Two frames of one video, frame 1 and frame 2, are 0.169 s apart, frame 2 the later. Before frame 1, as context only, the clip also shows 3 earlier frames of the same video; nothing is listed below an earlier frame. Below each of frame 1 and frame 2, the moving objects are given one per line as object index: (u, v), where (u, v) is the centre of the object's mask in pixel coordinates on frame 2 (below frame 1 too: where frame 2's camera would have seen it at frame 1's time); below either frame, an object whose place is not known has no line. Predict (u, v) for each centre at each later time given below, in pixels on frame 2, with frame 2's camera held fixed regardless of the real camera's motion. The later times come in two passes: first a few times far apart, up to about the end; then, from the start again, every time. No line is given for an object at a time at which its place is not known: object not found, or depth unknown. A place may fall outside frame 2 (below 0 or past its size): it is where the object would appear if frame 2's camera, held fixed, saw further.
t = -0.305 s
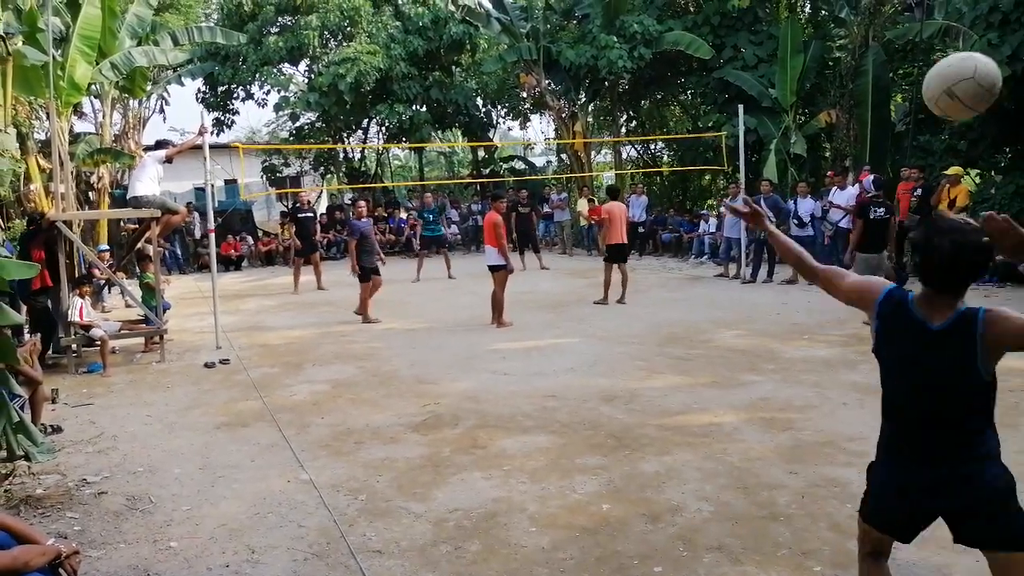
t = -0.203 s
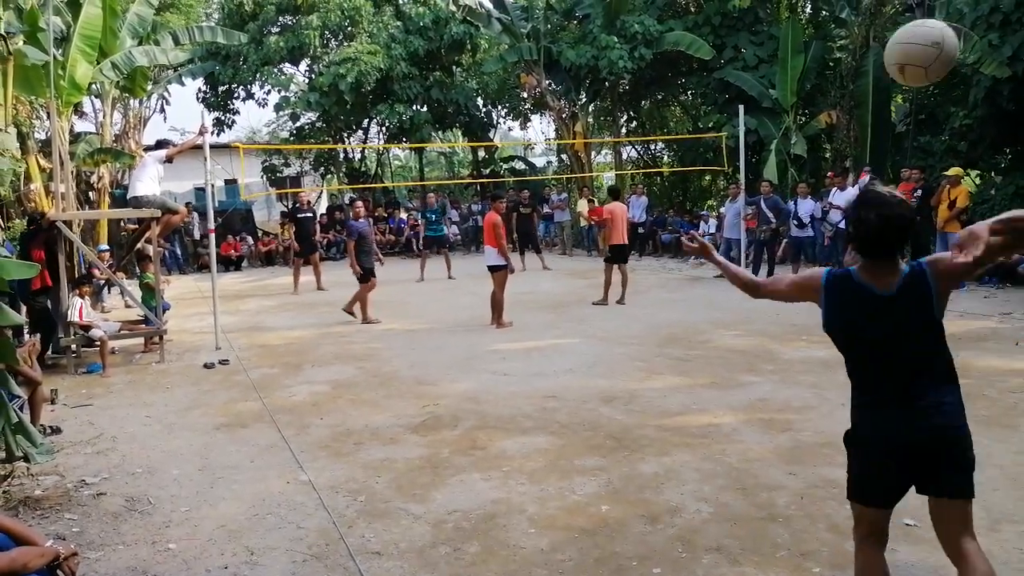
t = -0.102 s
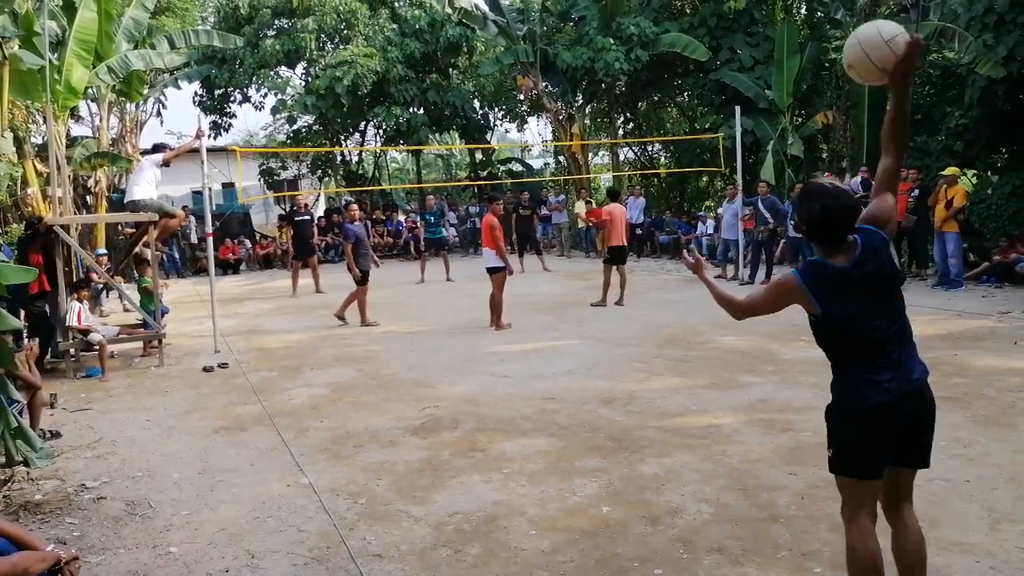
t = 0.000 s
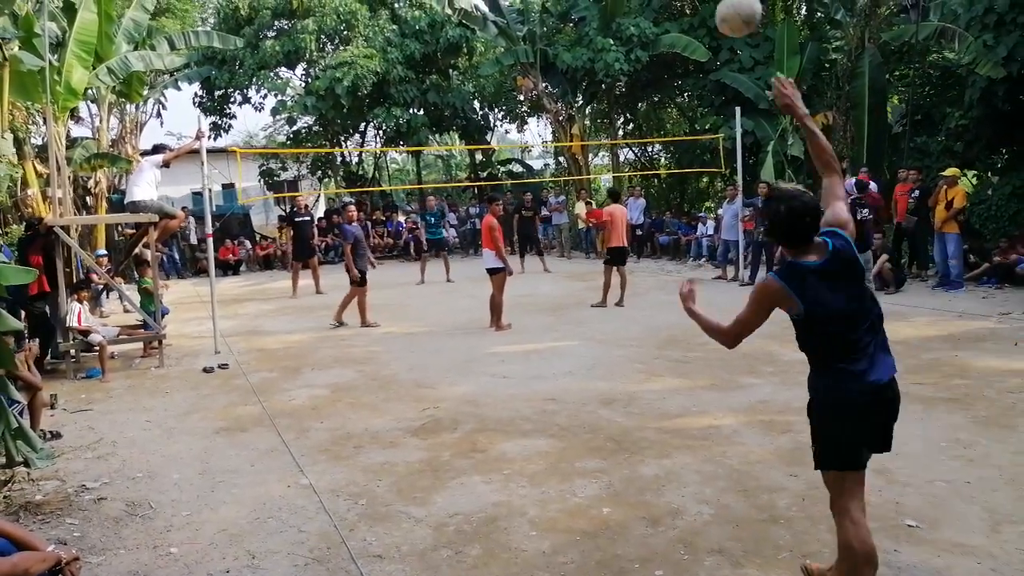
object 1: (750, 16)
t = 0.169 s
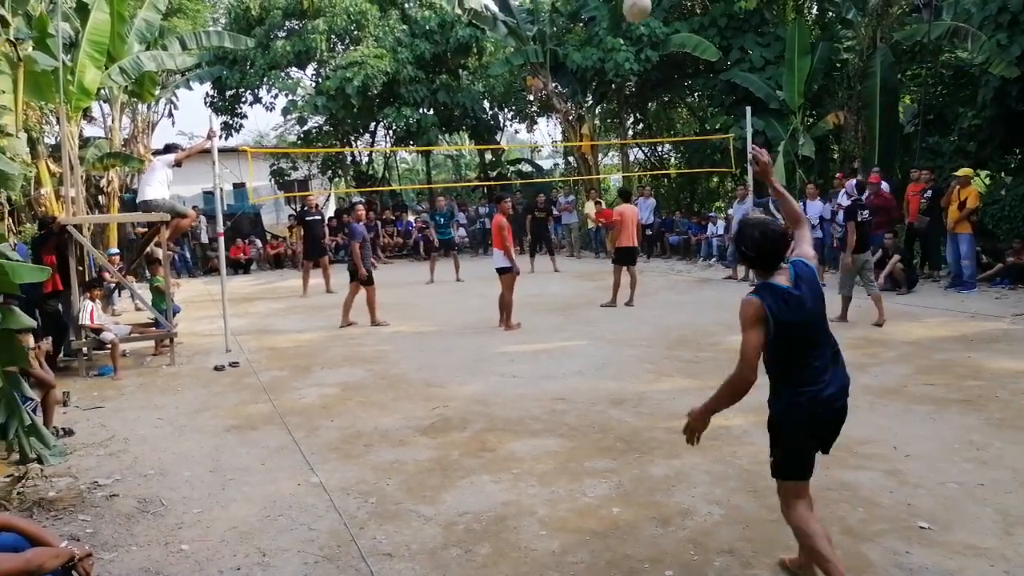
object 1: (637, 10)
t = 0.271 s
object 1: (604, 21)
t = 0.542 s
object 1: (559, 89)
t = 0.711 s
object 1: (547, 132)
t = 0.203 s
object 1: (624, 12)
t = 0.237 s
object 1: (613, 15)
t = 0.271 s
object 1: (604, 21)
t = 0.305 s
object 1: (597, 27)
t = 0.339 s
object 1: (589, 35)
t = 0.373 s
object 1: (582, 42)
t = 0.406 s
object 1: (576, 52)
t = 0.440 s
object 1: (571, 60)
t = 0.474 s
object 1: (567, 69)
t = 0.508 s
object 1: (563, 79)
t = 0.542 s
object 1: (559, 89)
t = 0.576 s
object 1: (556, 99)
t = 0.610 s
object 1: (553, 109)
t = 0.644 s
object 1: (551, 119)
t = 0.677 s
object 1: (548, 128)
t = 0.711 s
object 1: (547, 132)
